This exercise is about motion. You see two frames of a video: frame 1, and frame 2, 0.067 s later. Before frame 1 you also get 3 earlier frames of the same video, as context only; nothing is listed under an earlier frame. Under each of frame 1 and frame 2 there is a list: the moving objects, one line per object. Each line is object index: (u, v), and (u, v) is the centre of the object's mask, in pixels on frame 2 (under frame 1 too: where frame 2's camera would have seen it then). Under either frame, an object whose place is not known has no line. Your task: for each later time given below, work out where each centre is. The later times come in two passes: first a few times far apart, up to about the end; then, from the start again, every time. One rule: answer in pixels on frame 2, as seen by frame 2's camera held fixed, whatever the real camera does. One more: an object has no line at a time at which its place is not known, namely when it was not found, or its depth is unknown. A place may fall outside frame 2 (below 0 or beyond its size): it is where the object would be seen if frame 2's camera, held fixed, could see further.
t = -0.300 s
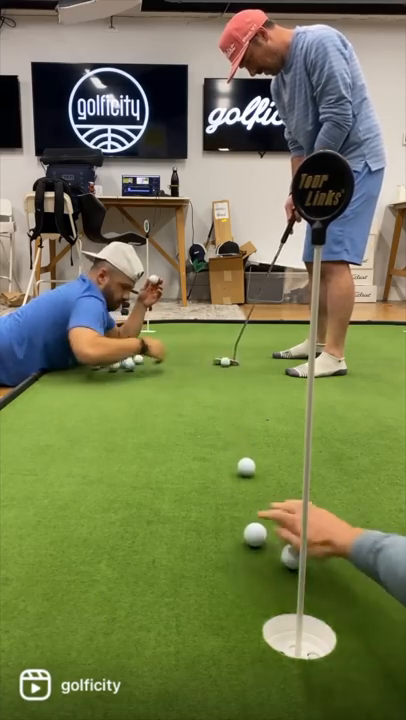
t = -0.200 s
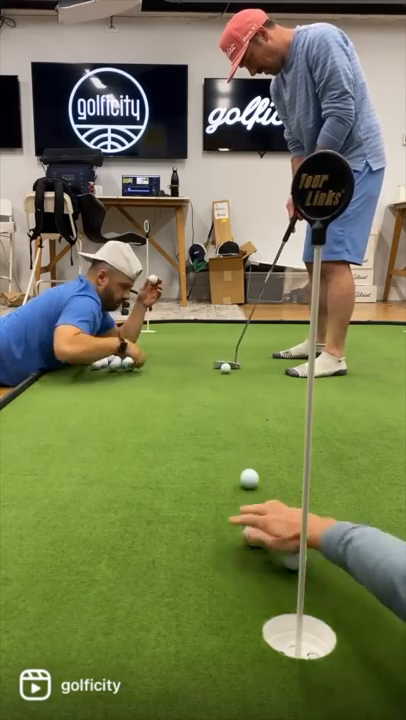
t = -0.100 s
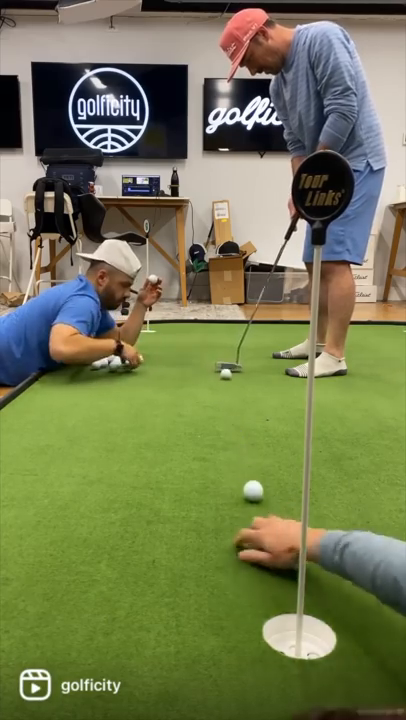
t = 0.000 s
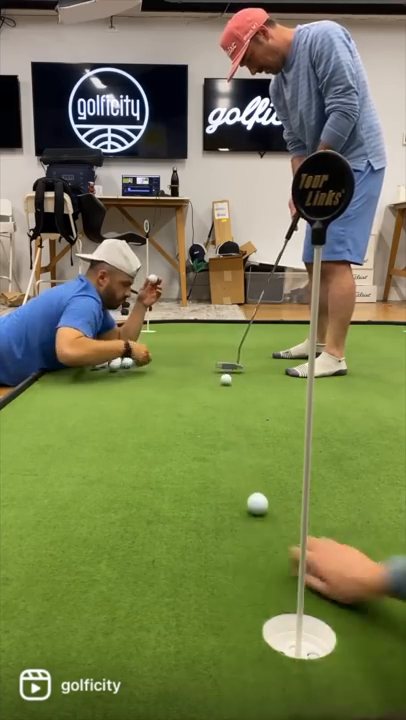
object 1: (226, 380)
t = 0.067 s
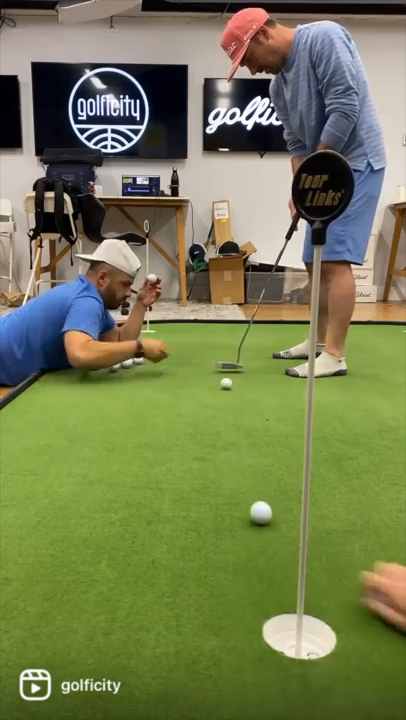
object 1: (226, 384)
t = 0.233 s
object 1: (227, 395)
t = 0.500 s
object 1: (231, 413)
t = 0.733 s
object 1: (235, 432)
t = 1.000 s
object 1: (241, 455)
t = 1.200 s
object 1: (248, 475)
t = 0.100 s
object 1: (226, 386)
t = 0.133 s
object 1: (226, 388)
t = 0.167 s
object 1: (227, 390)
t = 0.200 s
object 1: (227, 393)
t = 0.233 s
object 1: (227, 395)
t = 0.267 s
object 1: (228, 397)
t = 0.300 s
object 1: (228, 399)
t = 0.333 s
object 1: (229, 402)
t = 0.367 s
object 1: (229, 404)
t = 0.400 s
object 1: (230, 406)
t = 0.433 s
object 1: (230, 408)
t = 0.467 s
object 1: (231, 411)
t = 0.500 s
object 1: (231, 413)
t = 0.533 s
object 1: (231, 415)
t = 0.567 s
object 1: (232, 418)
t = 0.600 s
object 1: (233, 421)
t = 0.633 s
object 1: (233, 423)
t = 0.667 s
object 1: (234, 426)
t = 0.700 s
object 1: (234, 429)
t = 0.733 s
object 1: (235, 432)
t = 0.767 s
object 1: (235, 435)
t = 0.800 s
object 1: (236, 437)
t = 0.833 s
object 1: (237, 440)
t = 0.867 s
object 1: (238, 443)
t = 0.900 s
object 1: (238, 446)
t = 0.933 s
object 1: (239, 449)
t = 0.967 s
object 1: (240, 452)
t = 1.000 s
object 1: (241, 455)
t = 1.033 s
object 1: (242, 459)
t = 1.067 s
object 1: (243, 462)
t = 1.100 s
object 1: (244, 465)
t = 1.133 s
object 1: (246, 468)
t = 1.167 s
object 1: (247, 472)
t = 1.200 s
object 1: (248, 475)
